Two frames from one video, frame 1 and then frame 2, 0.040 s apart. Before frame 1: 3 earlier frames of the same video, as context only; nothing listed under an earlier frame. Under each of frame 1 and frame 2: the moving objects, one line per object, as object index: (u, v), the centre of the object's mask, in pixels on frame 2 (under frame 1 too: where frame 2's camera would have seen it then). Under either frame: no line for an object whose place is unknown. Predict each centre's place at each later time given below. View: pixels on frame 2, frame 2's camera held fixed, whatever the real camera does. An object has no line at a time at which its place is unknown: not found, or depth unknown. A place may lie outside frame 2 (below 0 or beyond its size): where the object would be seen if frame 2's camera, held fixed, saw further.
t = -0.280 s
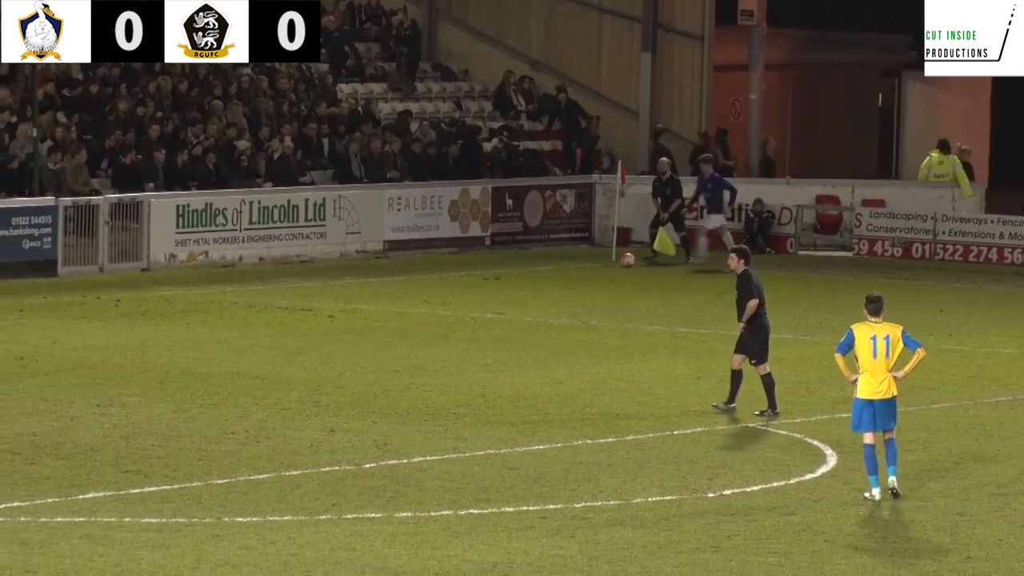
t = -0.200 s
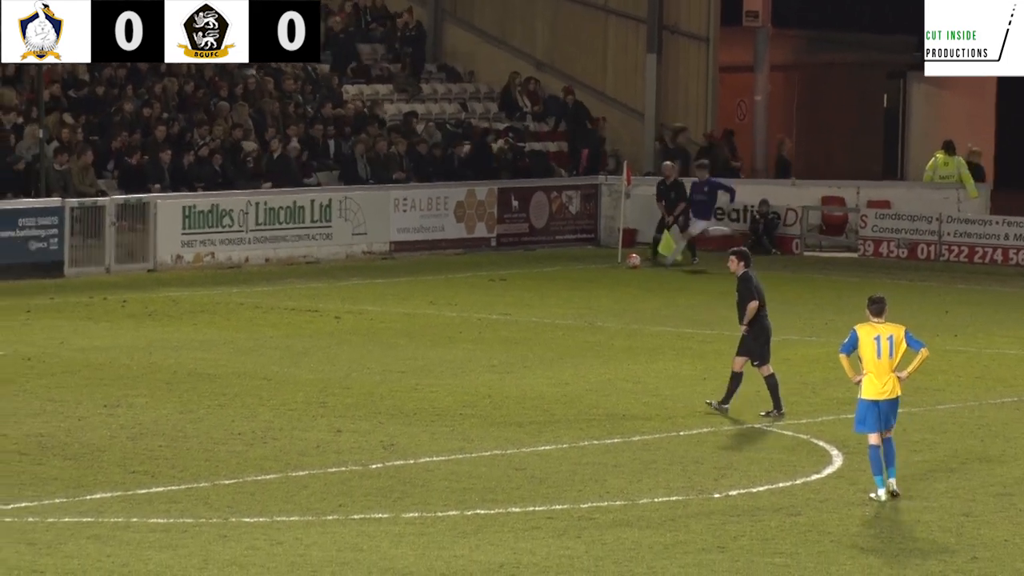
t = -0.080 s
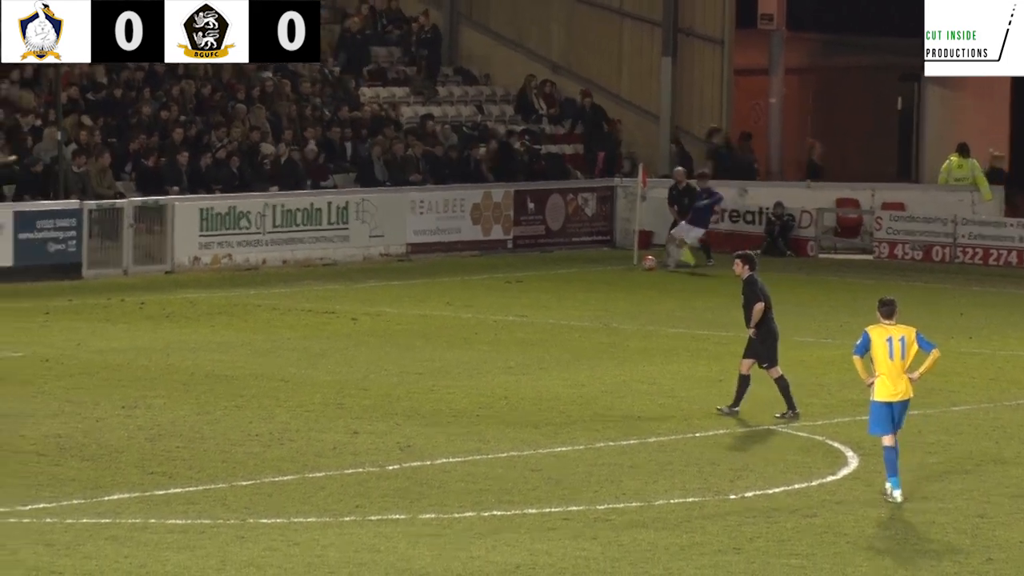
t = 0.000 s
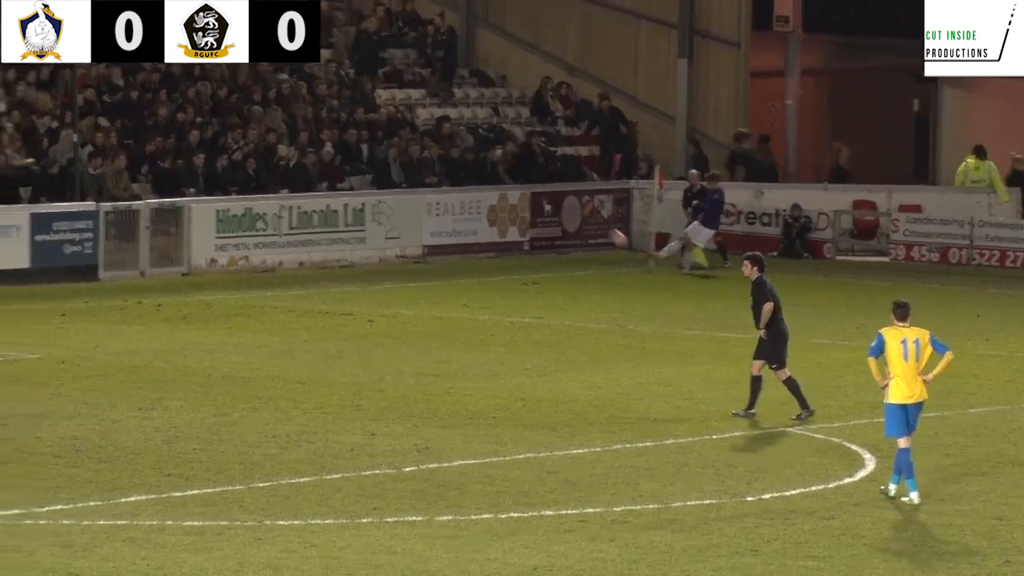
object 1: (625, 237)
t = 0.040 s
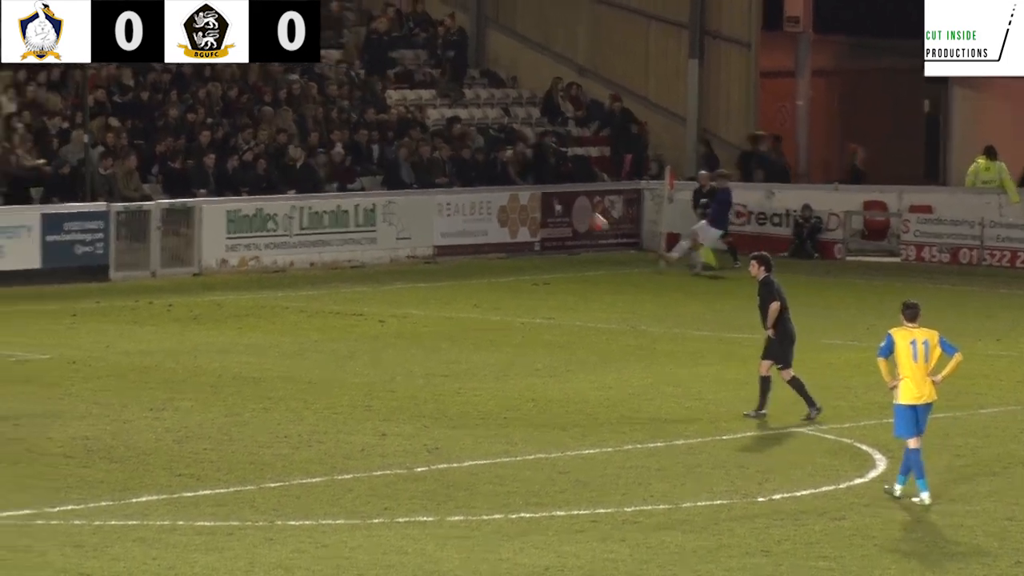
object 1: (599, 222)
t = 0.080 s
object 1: (574, 206)
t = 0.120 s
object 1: (550, 191)
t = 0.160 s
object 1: (525, 180)
